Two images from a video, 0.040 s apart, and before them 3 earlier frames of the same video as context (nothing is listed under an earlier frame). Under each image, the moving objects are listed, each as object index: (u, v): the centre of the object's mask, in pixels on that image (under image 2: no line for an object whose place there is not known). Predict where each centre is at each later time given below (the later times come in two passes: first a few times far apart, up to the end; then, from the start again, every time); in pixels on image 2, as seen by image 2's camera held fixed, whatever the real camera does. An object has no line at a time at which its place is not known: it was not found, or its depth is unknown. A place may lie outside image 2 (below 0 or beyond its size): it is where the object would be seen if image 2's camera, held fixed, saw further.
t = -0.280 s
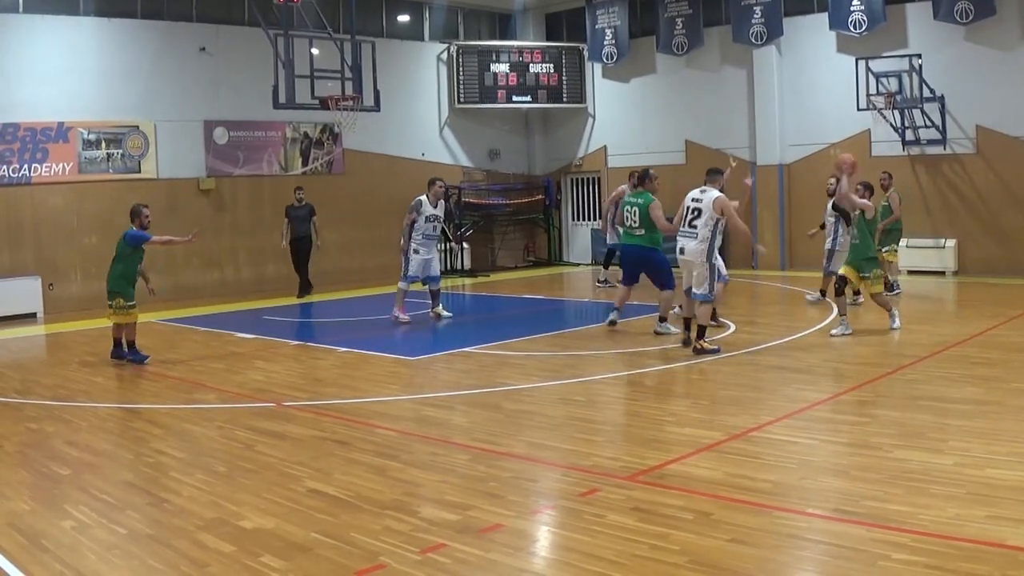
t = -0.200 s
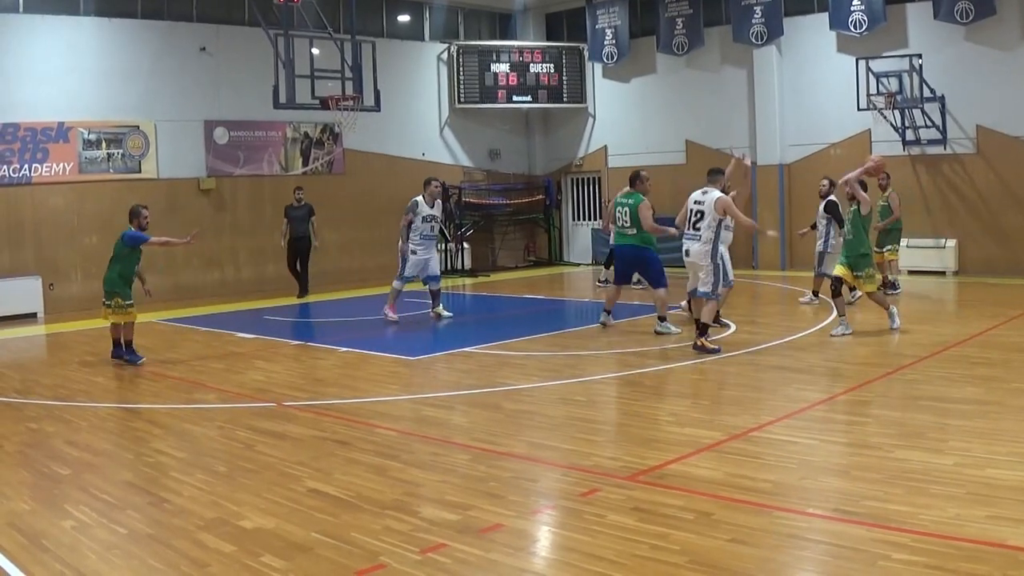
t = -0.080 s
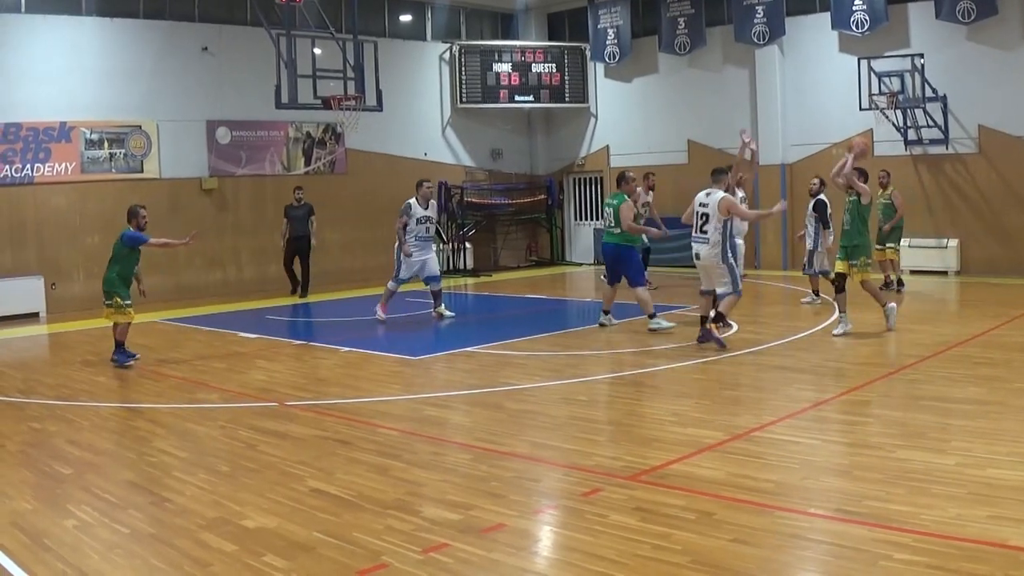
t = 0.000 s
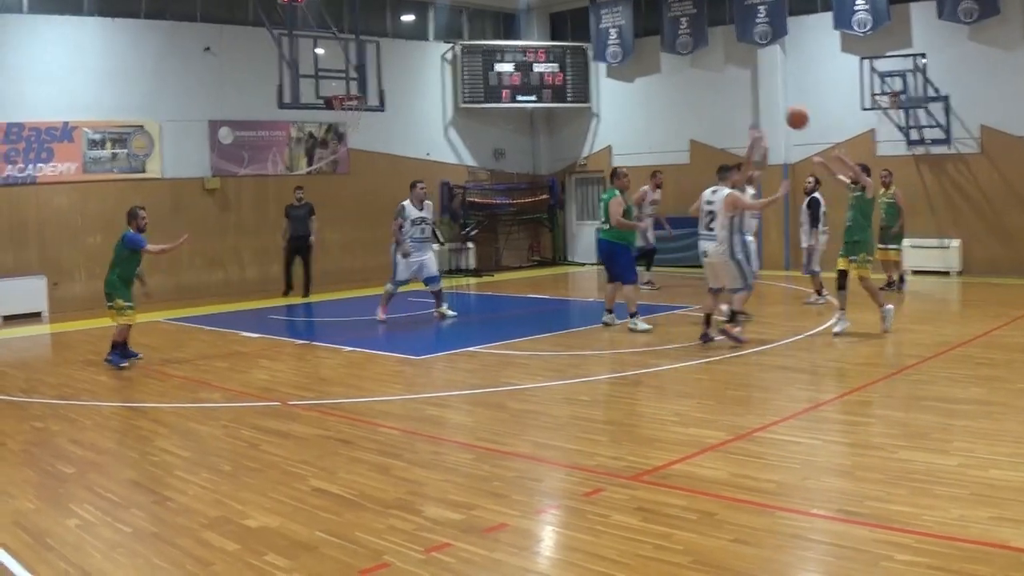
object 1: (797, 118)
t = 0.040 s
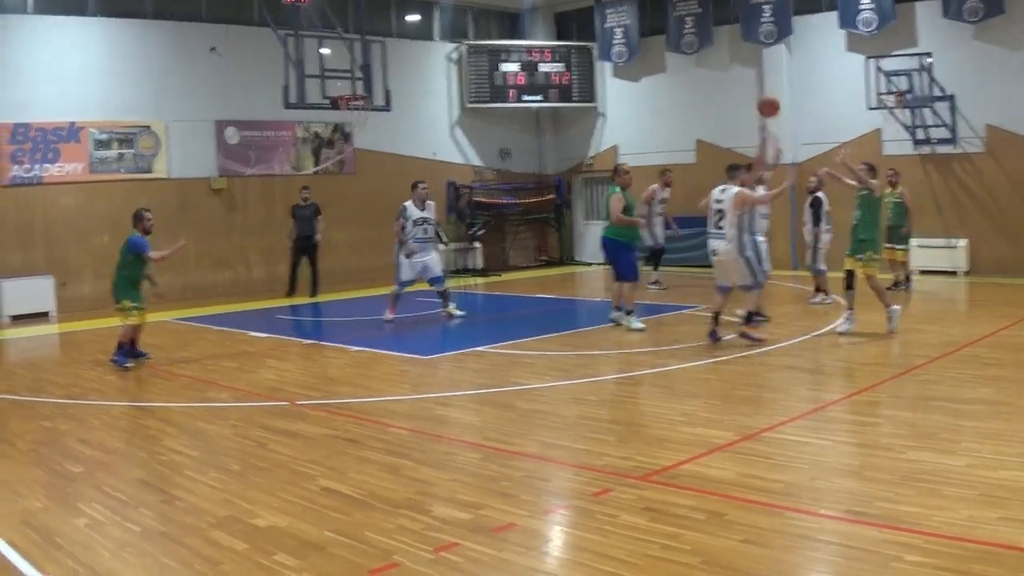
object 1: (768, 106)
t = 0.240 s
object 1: (590, 77)
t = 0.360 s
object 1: (482, 80)
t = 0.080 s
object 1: (730, 98)
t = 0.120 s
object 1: (696, 94)
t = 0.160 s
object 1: (661, 86)
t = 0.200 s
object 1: (625, 81)
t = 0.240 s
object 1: (590, 77)
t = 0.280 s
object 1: (554, 76)
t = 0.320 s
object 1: (518, 77)
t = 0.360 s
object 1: (482, 80)
